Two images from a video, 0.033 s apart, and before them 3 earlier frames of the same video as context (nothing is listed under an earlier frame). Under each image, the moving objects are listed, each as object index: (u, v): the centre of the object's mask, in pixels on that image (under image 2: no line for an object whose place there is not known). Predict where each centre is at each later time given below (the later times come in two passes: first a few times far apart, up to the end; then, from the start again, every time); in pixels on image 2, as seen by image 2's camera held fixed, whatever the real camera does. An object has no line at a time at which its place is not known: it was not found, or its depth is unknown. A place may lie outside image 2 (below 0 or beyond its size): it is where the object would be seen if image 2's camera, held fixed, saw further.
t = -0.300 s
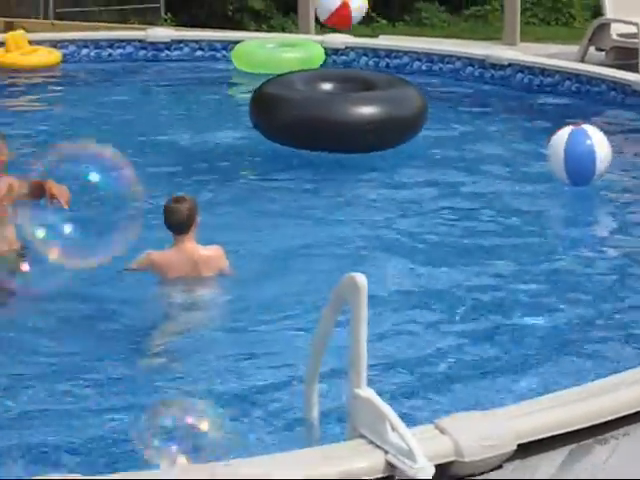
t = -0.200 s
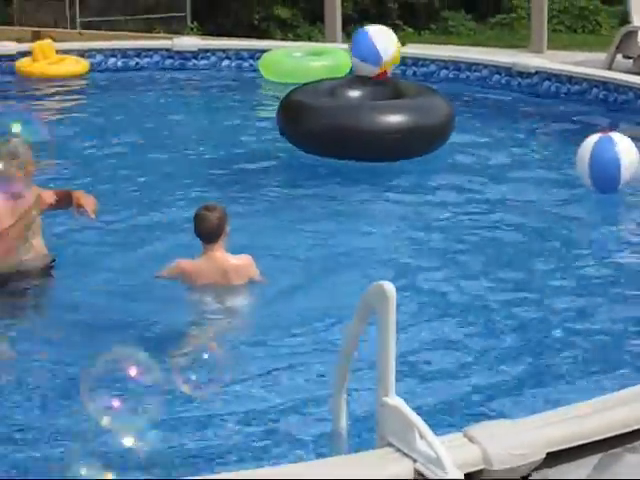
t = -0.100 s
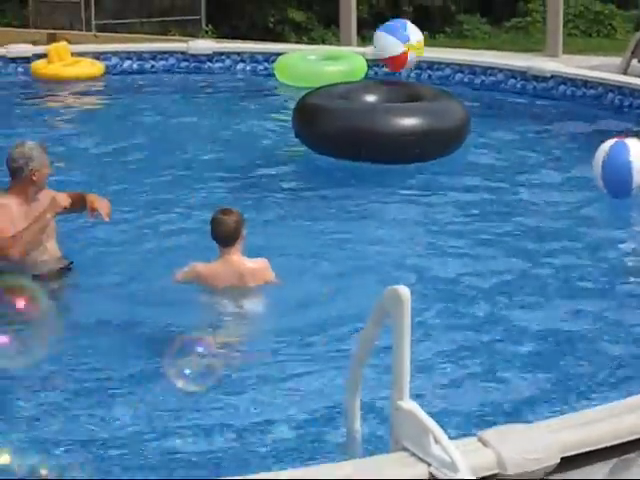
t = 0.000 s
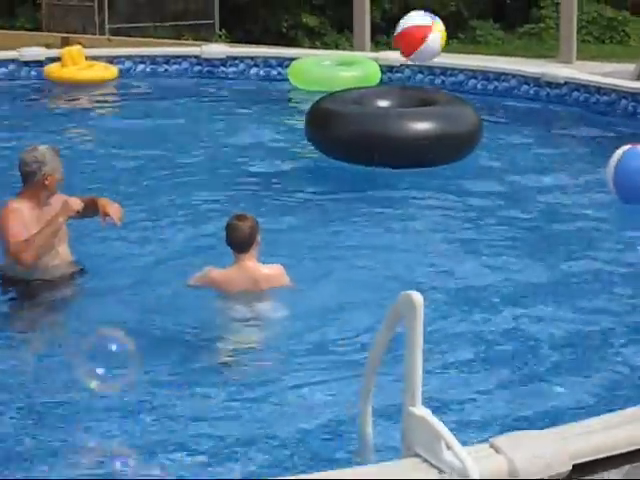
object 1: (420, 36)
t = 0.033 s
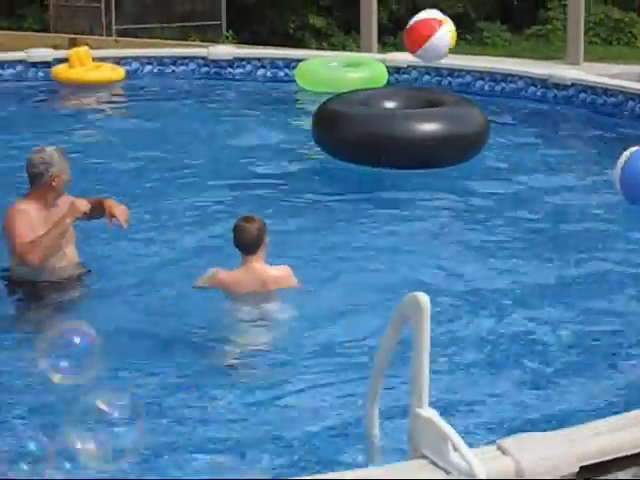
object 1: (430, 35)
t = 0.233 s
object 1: (449, 45)
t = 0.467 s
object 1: (471, 87)
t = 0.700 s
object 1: (480, 85)
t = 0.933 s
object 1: (490, 87)
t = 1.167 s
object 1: (497, 86)
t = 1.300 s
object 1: (500, 84)
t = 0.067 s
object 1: (433, 34)
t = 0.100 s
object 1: (436, 34)
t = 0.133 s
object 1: (439, 35)
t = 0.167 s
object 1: (442, 37)
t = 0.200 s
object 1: (446, 40)
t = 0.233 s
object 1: (449, 45)
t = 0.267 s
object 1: (452, 51)
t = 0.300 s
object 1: (456, 57)
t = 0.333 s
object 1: (458, 66)
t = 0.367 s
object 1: (462, 73)
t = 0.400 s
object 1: (464, 81)
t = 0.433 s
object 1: (469, 87)
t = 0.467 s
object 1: (471, 87)
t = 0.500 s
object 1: (472, 87)
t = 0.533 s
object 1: (473, 88)
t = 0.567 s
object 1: (475, 87)
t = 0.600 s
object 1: (477, 88)
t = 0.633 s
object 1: (478, 87)
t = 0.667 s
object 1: (479, 86)
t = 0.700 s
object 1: (480, 85)
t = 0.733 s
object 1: (482, 85)
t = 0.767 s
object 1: (483, 85)
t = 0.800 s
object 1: (485, 86)
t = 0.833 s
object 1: (486, 86)
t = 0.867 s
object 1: (487, 86)
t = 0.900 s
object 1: (488, 87)
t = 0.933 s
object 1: (490, 87)
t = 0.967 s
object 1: (490, 87)
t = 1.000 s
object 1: (491, 87)
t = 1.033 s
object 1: (492, 87)
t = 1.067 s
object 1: (493, 86)
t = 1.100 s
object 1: (495, 86)
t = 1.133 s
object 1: (496, 85)
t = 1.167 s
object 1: (497, 86)
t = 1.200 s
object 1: (498, 86)
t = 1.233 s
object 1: (499, 85)
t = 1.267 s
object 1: (500, 85)
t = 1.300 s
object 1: (500, 84)
